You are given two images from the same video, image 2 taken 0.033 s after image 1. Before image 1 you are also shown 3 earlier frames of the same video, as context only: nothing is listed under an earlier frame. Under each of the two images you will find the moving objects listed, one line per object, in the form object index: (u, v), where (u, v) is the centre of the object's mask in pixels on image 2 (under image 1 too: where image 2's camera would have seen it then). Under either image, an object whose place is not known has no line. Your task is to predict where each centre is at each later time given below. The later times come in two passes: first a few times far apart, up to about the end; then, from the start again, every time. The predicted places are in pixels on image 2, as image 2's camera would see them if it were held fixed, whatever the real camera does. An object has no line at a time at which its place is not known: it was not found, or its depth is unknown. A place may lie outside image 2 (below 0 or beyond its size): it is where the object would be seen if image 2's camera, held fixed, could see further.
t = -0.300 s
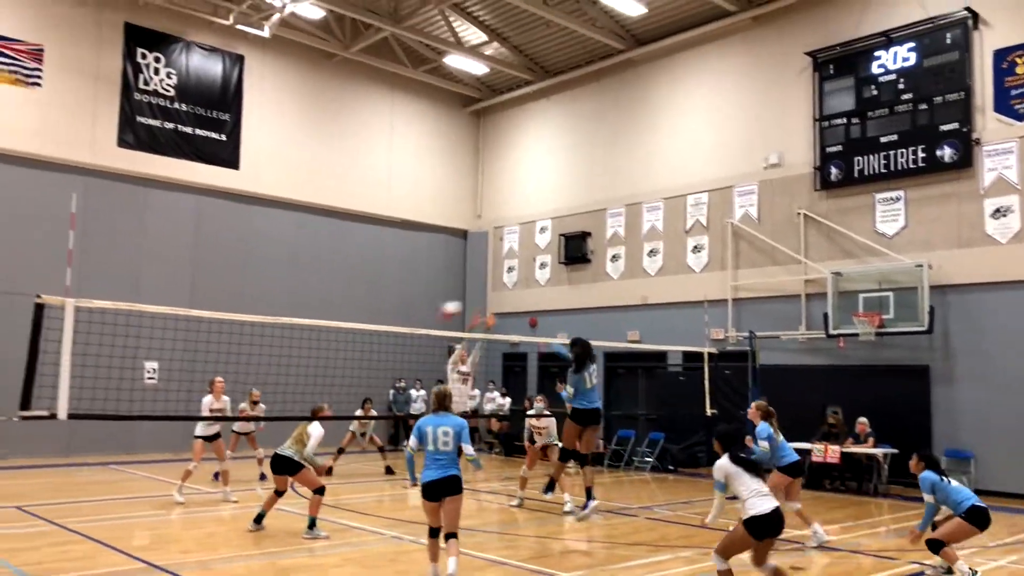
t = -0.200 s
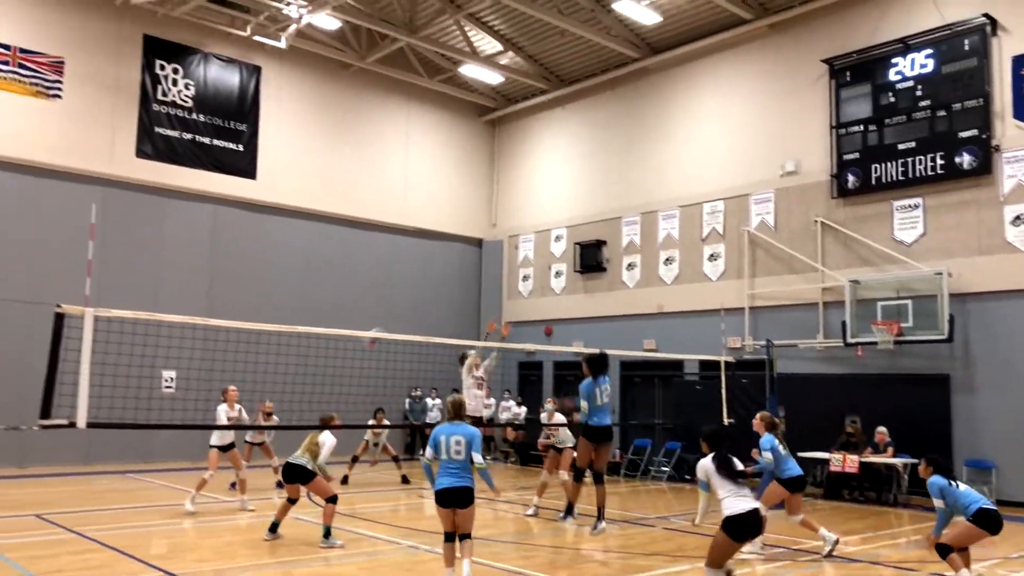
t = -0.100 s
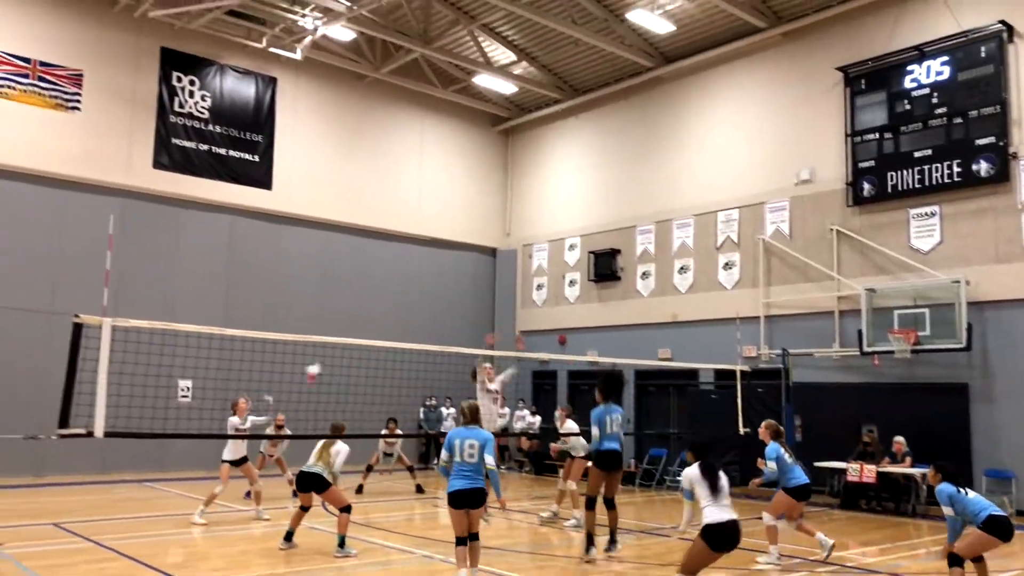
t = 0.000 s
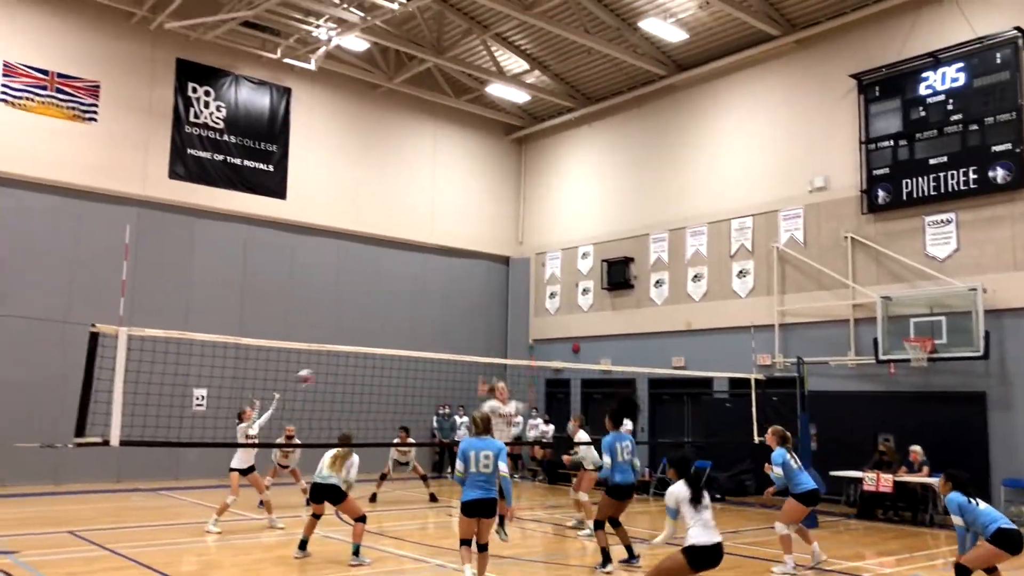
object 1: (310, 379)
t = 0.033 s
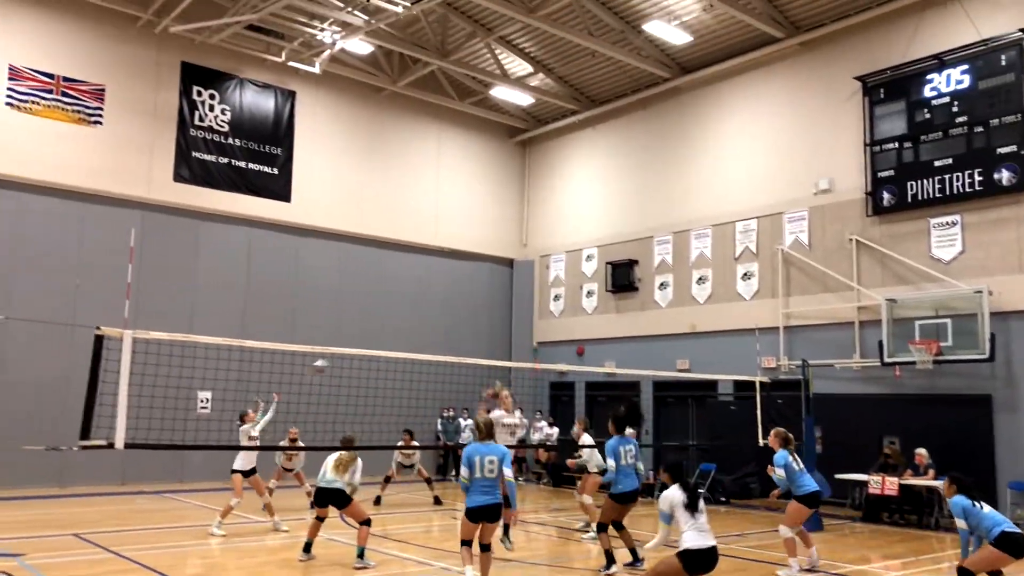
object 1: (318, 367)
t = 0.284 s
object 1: (391, 305)
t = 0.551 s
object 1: (459, 289)
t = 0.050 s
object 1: (324, 360)
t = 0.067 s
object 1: (327, 357)
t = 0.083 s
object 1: (336, 350)
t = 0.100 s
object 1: (339, 344)
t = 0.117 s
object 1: (343, 341)
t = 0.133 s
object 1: (348, 338)
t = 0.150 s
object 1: (353, 333)
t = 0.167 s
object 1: (357, 329)
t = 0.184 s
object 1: (361, 325)
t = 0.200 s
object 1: (367, 321)
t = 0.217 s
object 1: (371, 318)
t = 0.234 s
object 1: (377, 314)
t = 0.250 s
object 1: (381, 311)
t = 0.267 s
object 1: (386, 308)
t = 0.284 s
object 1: (391, 305)
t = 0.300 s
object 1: (396, 303)
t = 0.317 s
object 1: (400, 301)
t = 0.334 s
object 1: (405, 299)
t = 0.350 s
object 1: (409, 297)
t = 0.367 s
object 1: (414, 296)
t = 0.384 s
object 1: (418, 294)
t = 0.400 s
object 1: (422, 293)
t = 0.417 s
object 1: (426, 292)
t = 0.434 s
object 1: (430, 291)
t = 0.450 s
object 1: (434, 291)
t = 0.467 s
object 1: (439, 290)
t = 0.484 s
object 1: (442, 289)
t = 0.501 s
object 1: (447, 289)
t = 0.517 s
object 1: (450, 289)
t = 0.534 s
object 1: (455, 289)
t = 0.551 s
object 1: (459, 289)
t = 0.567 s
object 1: (463, 291)
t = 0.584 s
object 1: (466, 291)
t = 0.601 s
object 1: (470, 292)
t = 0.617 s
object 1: (474, 293)
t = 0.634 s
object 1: (478, 294)
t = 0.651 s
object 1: (482, 296)
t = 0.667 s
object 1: (485, 297)
